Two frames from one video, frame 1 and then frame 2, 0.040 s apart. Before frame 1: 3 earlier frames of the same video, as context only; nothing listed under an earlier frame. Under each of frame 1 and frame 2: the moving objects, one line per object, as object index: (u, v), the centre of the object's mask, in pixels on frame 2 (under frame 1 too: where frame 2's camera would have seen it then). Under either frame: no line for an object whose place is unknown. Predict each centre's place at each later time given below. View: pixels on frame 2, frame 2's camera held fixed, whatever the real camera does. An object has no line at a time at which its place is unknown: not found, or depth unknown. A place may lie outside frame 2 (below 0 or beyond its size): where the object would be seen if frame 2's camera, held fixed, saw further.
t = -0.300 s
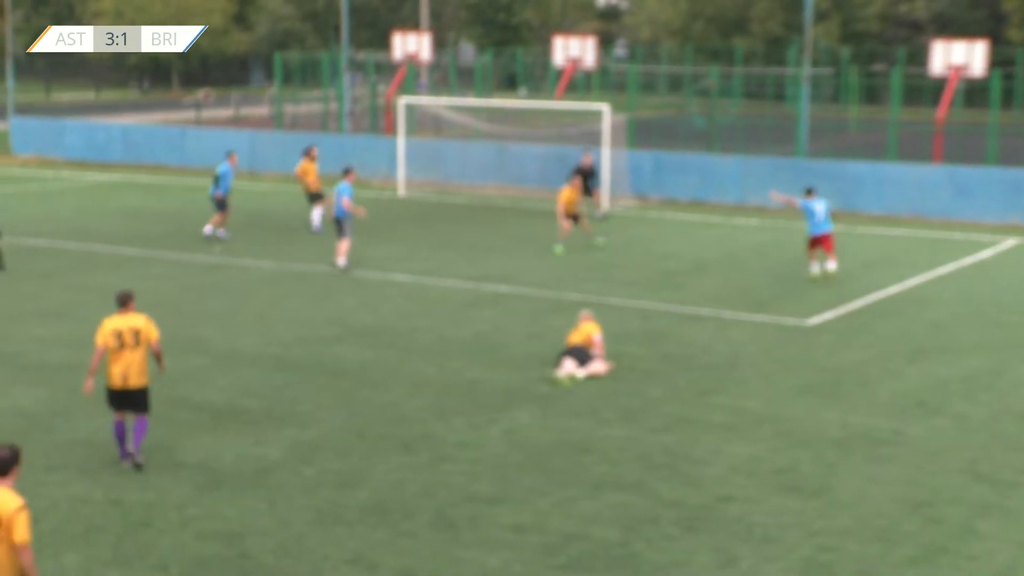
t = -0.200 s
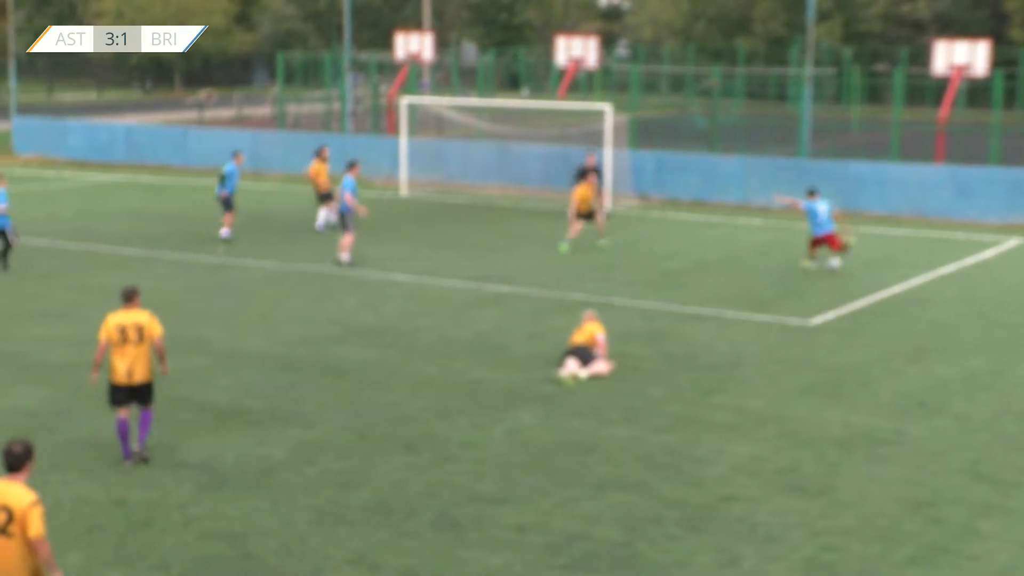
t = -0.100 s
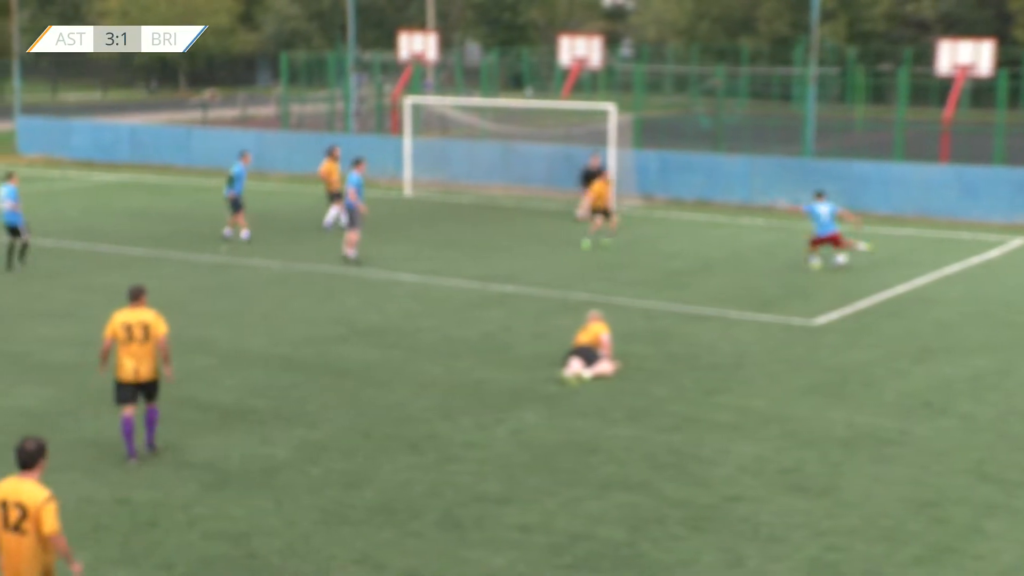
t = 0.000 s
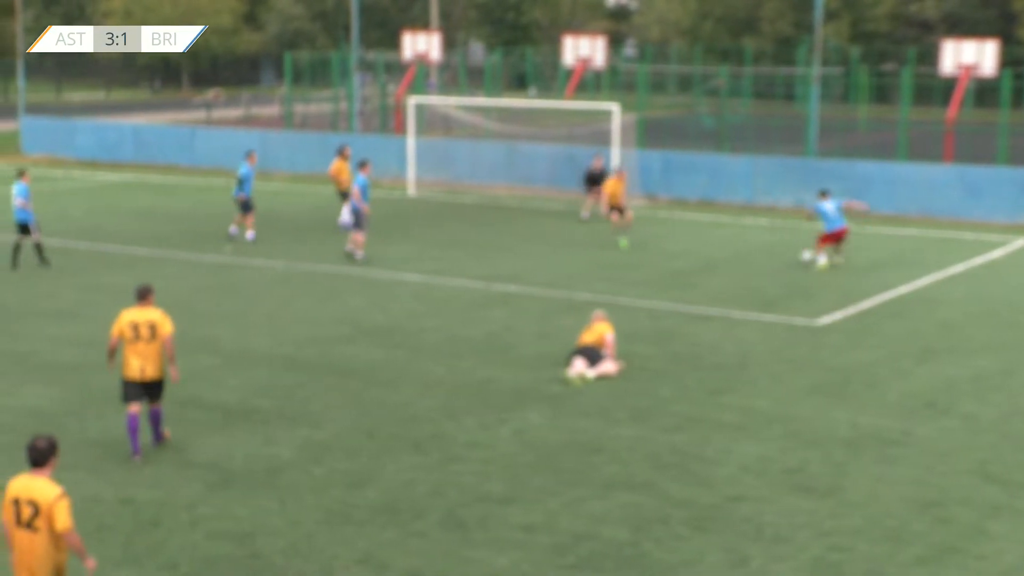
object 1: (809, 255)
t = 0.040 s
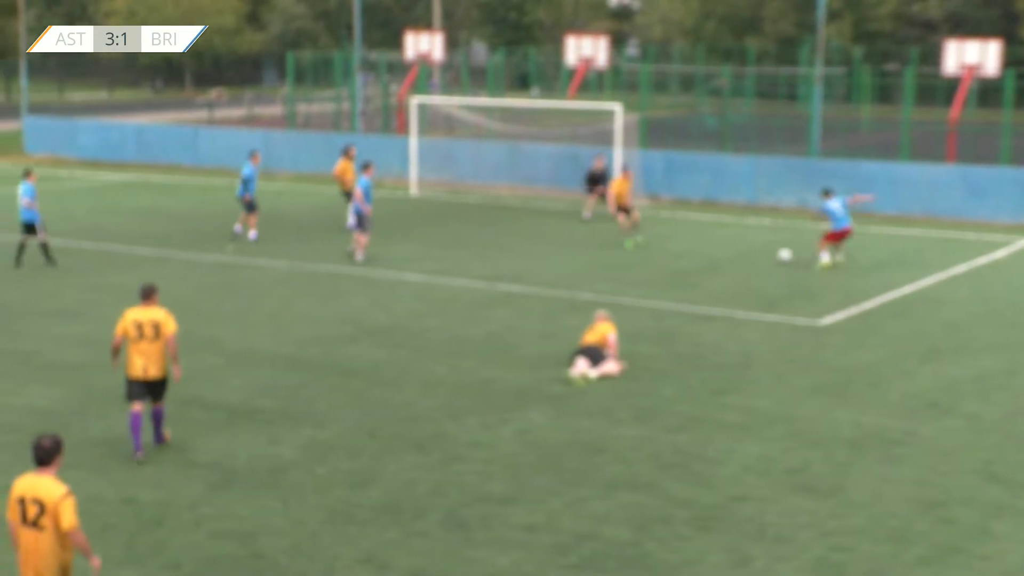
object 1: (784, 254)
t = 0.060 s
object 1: (771, 254)
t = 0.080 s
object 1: (757, 254)
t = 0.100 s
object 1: (744, 255)
